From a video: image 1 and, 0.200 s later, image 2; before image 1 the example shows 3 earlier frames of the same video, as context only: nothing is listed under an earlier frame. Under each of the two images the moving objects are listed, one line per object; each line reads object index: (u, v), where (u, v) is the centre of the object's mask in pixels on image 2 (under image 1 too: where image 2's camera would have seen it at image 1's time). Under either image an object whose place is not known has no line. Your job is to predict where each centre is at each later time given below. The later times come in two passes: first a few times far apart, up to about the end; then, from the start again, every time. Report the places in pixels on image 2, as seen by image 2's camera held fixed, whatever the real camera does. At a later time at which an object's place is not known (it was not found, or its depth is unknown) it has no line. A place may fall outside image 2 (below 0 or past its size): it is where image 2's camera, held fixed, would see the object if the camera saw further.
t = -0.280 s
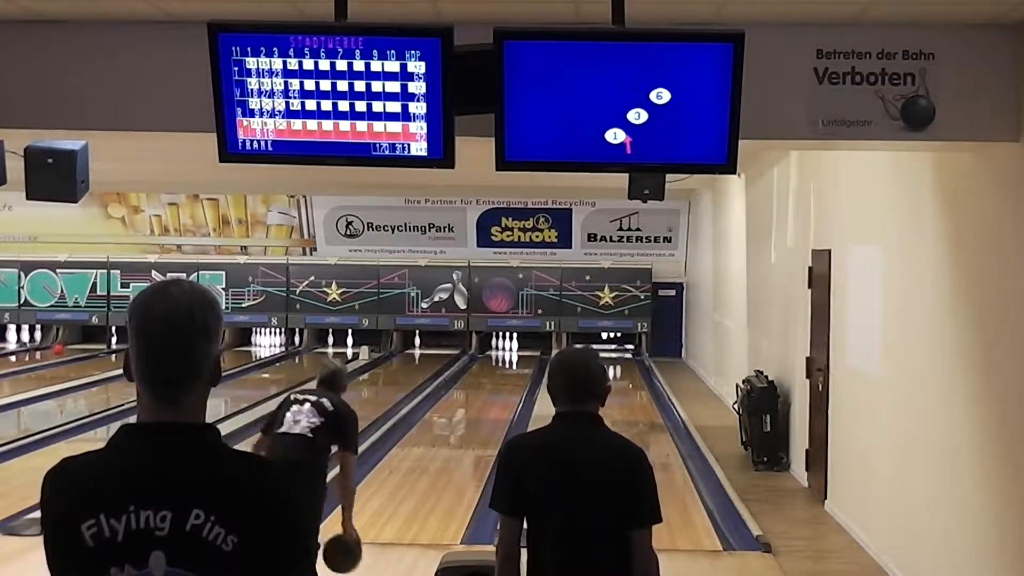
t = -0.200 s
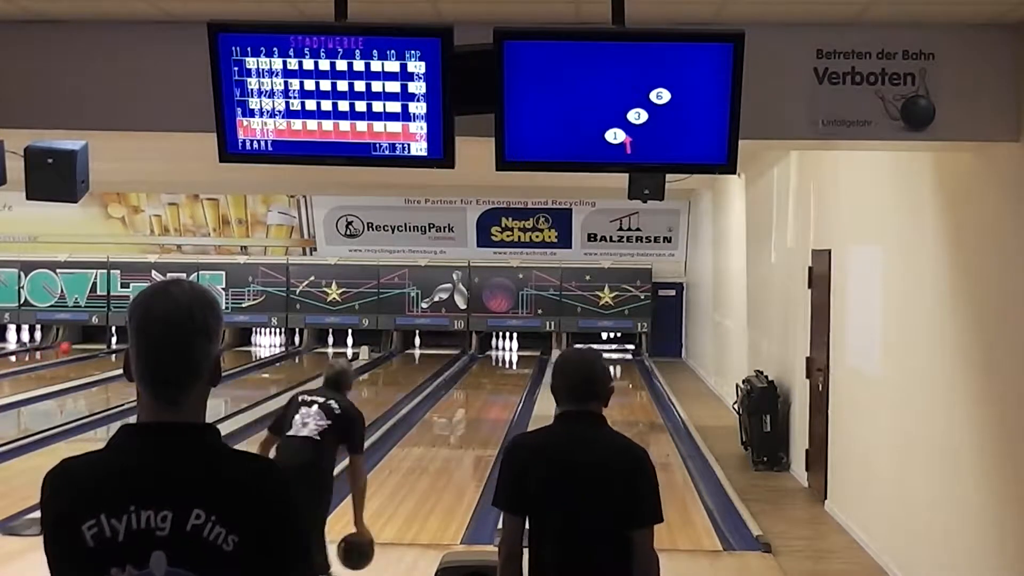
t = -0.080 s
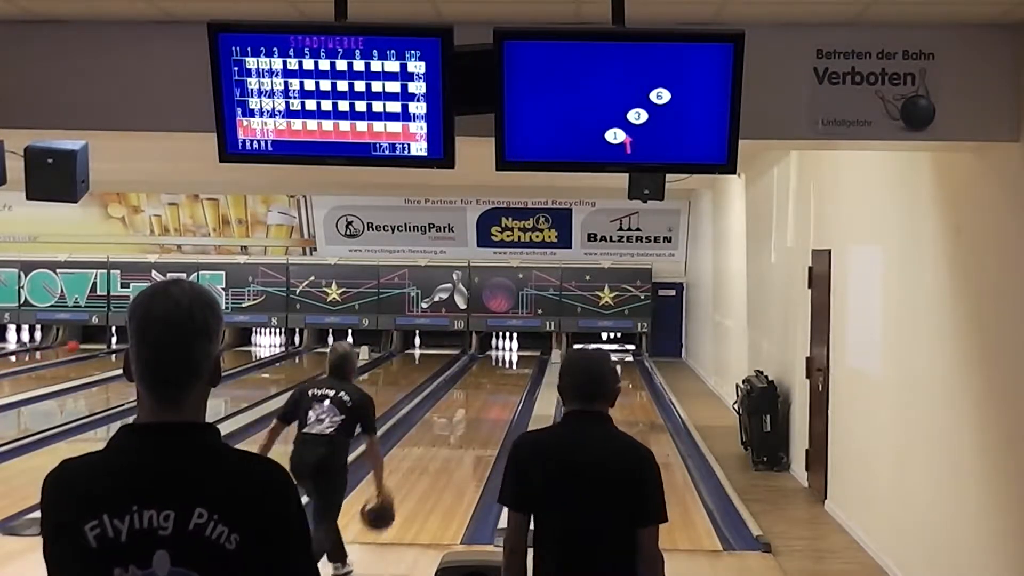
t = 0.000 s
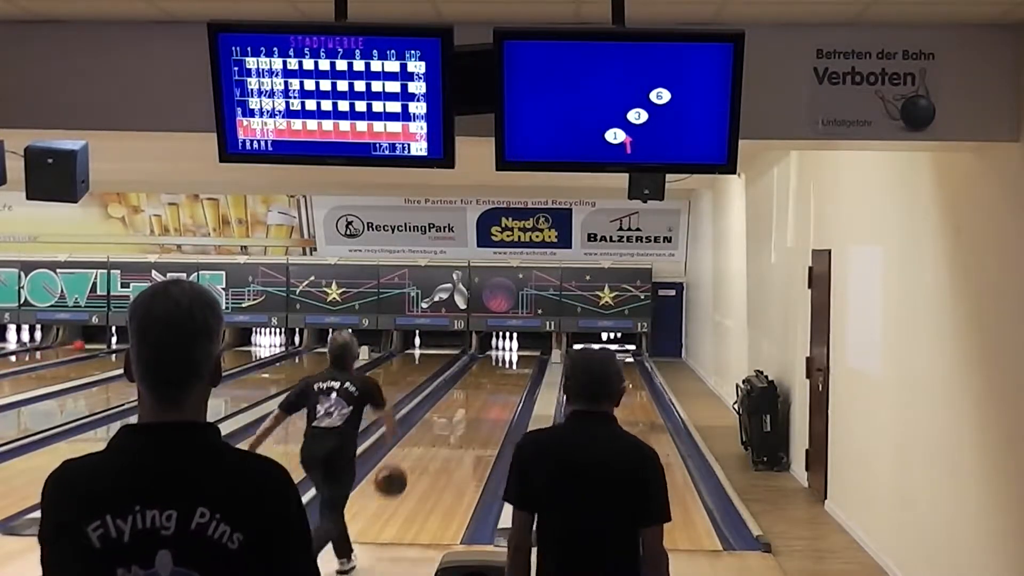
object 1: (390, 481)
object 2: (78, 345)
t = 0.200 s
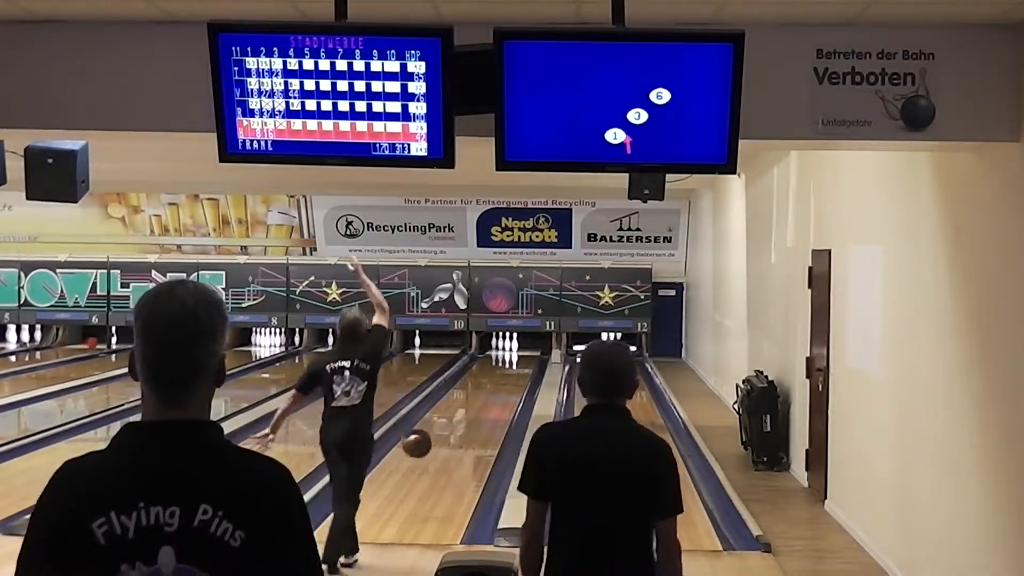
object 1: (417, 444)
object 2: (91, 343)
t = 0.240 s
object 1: (421, 443)
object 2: (94, 342)
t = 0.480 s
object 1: (445, 475)
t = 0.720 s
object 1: (463, 452)
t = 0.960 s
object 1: (477, 434)
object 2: (126, 337)
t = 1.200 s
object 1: (490, 418)
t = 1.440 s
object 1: (499, 406)
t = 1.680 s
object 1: (507, 395)
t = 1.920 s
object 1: (513, 386)
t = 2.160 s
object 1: (519, 378)
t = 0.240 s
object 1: (421, 443)
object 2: (94, 342)
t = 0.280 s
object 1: (425, 444)
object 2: (97, 342)
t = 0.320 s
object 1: (430, 449)
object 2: (99, 342)
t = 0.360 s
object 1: (434, 454)
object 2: (101, 341)
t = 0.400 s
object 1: (438, 461)
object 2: (103, 340)
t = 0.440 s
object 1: (441, 470)
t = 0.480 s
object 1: (445, 475)
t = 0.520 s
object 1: (448, 468)
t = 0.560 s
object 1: (451, 462)
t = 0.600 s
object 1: (454, 459)
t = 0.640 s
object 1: (457, 458)
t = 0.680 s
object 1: (460, 455)
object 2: (119, 337)
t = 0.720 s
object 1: (463, 452)
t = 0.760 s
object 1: (465, 449)
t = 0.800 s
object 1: (468, 445)
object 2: (121, 338)
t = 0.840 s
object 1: (471, 442)
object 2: (122, 338)
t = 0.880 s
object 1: (473, 439)
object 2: (124, 337)
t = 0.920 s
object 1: (475, 436)
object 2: (125, 337)
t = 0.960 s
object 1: (477, 434)
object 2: (126, 337)
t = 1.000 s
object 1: (480, 431)
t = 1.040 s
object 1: (482, 428)
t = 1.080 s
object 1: (484, 426)
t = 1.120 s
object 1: (486, 423)
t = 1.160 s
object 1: (488, 421)
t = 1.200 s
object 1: (490, 418)
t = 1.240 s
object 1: (491, 416)
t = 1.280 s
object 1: (493, 414)
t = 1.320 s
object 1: (495, 412)
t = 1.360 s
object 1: (496, 410)
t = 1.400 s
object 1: (498, 408)
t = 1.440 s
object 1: (499, 406)
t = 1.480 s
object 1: (501, 404)
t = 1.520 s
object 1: (502, 402)
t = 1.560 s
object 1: (503, 400)
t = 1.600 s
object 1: (505, 398)
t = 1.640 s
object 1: (506, 397)
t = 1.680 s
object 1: (507, 395)
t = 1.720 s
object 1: (508, 394)
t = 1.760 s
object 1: (509, 392)
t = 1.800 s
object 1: (510, 391)
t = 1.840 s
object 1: (511, 389)
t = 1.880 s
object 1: (512, 388)
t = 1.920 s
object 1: (513, 386)
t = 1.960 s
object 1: (514, 385)
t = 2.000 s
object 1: (515, 384)
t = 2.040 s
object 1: (516, 382)
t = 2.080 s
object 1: (517, 382)
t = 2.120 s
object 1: (518, 380)
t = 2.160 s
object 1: (519, 378)
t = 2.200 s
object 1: (519, 377)
